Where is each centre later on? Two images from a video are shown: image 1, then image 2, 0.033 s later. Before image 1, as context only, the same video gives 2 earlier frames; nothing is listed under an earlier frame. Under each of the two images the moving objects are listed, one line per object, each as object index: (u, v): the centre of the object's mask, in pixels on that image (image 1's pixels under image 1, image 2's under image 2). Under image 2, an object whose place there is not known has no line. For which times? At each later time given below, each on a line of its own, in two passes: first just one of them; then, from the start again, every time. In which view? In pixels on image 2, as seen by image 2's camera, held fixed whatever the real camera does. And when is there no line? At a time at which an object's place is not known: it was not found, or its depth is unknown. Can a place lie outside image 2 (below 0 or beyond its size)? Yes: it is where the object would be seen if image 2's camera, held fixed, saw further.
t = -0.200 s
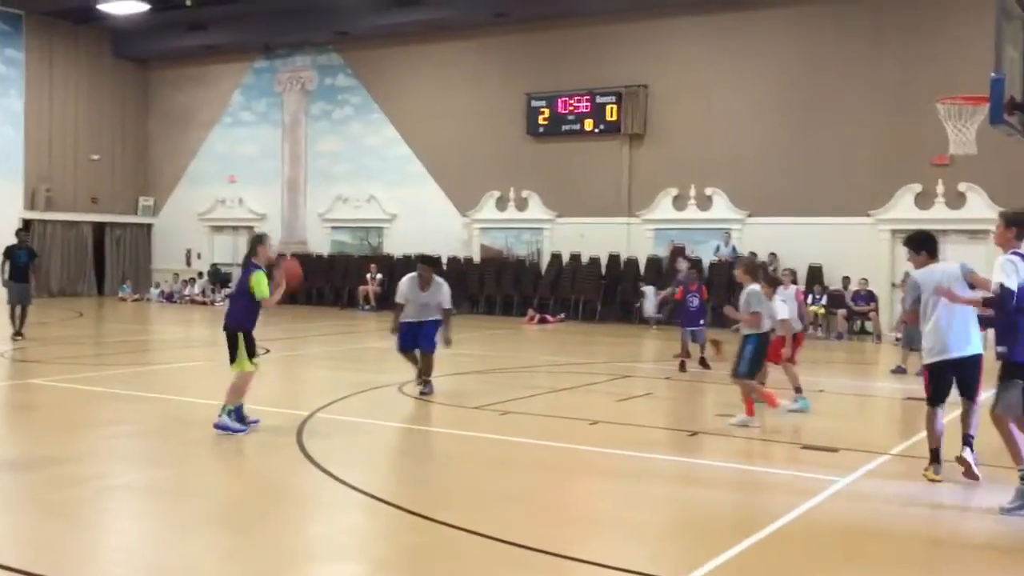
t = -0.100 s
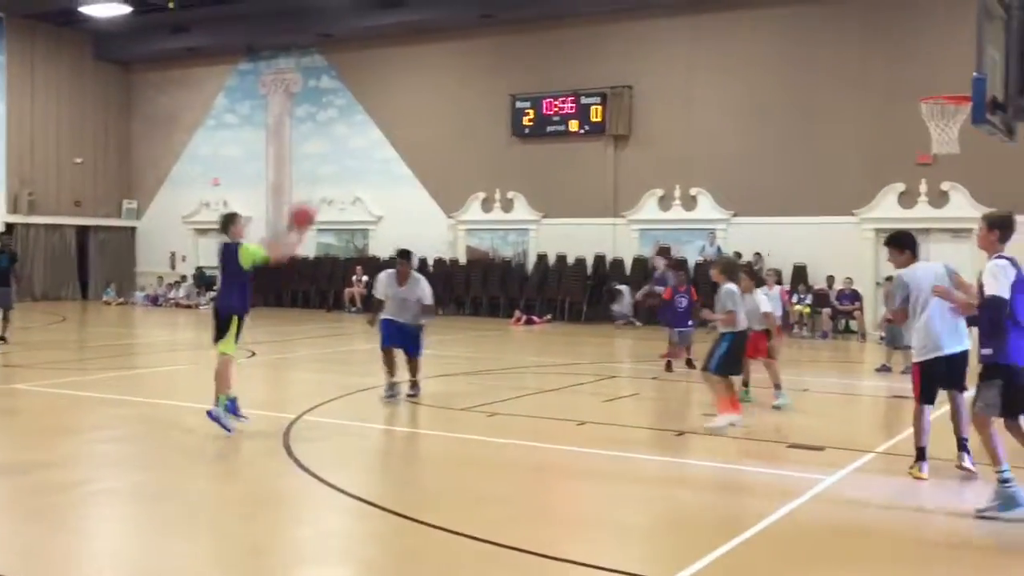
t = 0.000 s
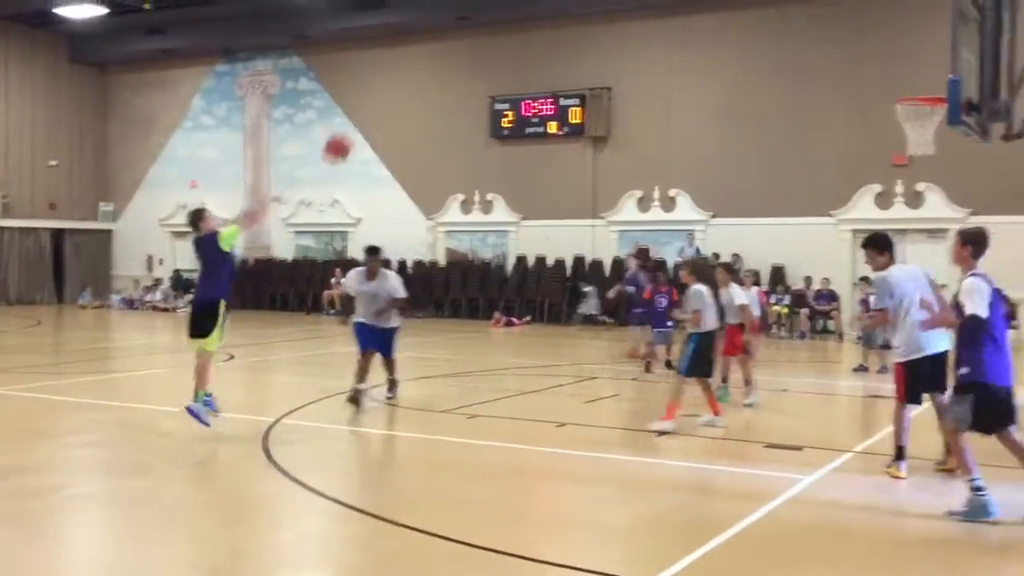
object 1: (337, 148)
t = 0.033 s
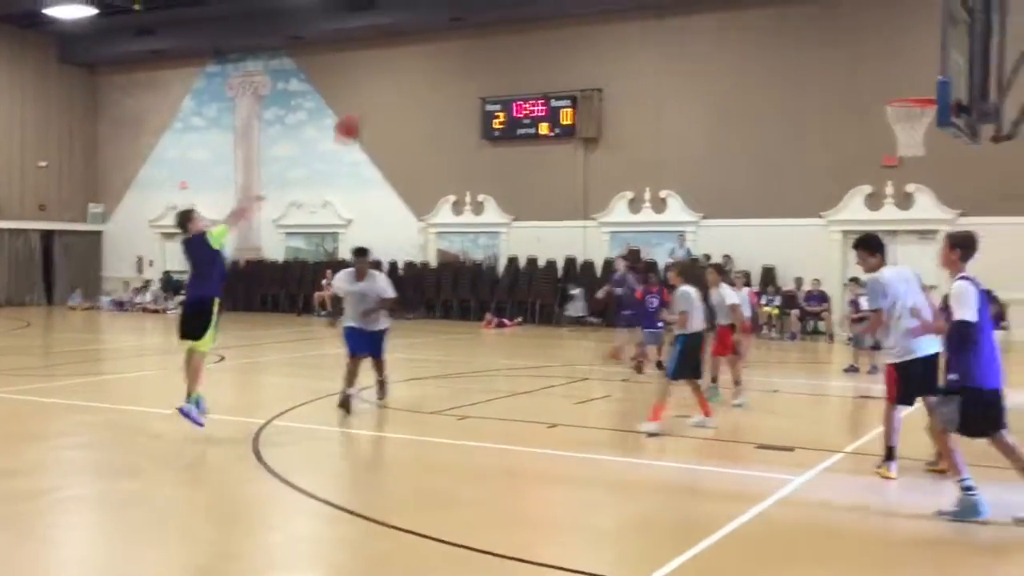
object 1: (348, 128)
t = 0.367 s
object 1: (531, -15)
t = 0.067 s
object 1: (366, 111)
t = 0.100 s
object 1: (385, 89)
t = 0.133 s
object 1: (404, 72)
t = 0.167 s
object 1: (422, 55)
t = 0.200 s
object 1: (441, 39)
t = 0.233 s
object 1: (459, 25)
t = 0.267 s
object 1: (477, 14)
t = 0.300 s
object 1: (495, 3)
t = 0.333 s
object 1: (513, -7)
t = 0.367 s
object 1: (531, -15)
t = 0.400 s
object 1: (548, -22)
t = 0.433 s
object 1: (565, -28)
